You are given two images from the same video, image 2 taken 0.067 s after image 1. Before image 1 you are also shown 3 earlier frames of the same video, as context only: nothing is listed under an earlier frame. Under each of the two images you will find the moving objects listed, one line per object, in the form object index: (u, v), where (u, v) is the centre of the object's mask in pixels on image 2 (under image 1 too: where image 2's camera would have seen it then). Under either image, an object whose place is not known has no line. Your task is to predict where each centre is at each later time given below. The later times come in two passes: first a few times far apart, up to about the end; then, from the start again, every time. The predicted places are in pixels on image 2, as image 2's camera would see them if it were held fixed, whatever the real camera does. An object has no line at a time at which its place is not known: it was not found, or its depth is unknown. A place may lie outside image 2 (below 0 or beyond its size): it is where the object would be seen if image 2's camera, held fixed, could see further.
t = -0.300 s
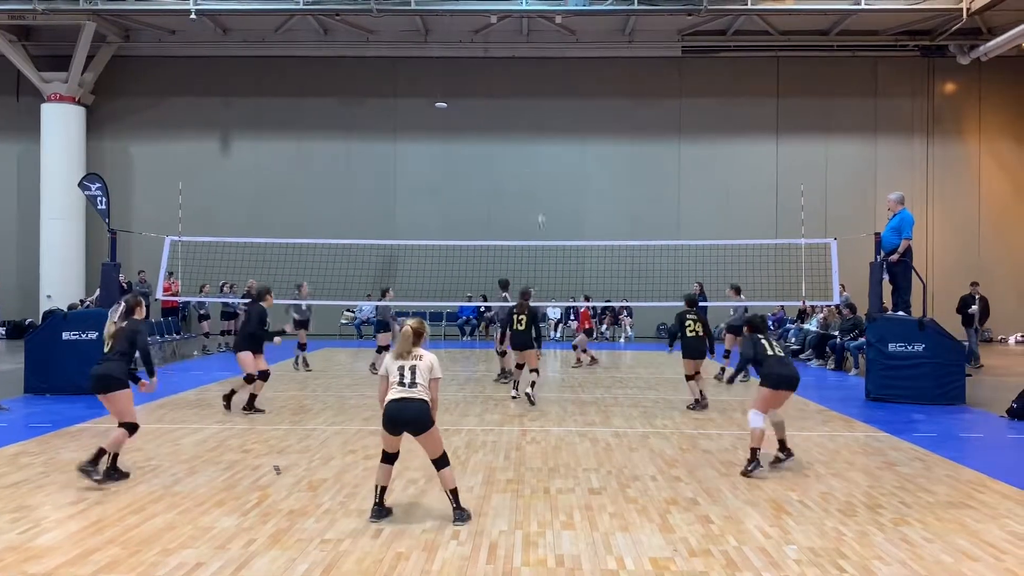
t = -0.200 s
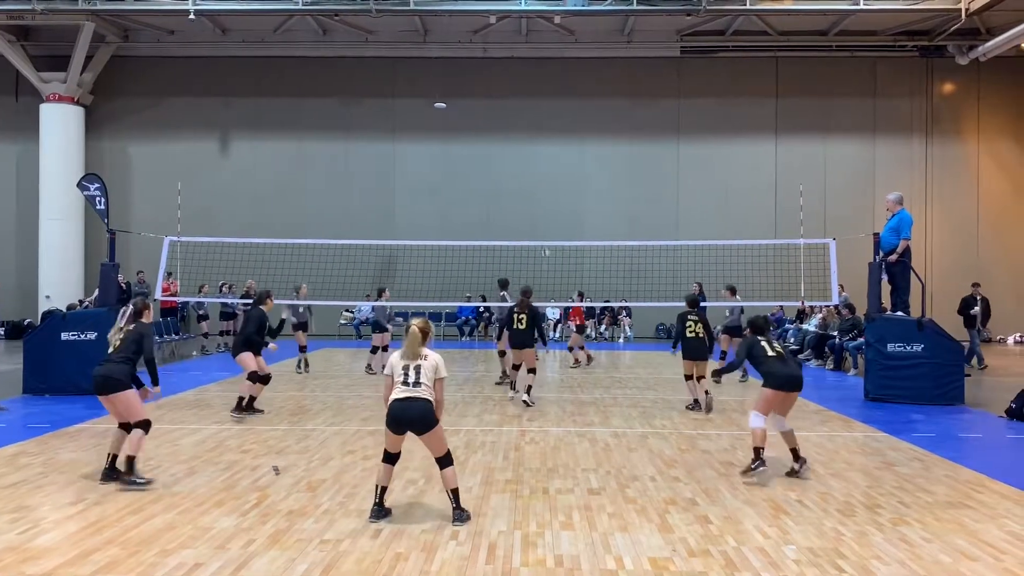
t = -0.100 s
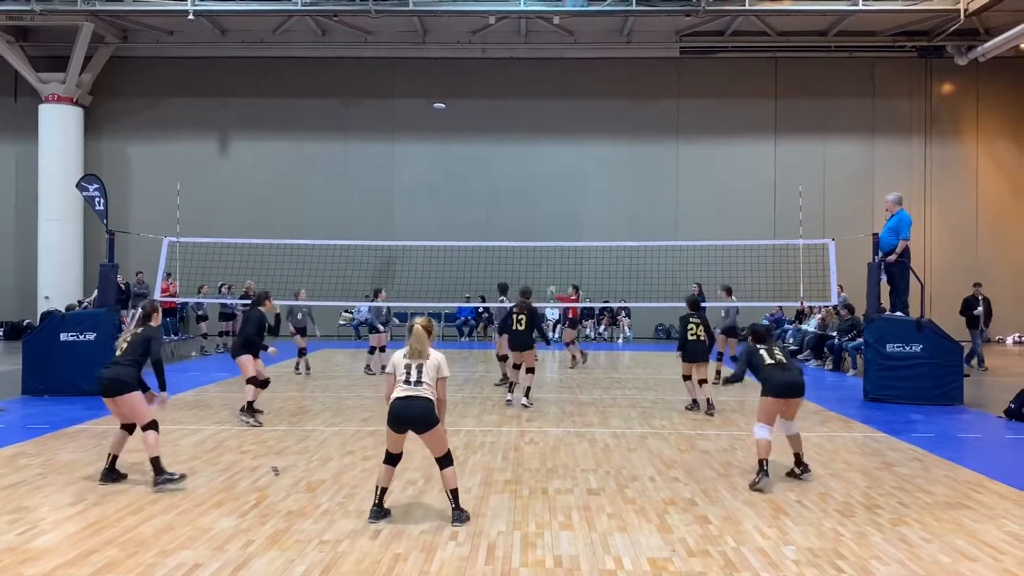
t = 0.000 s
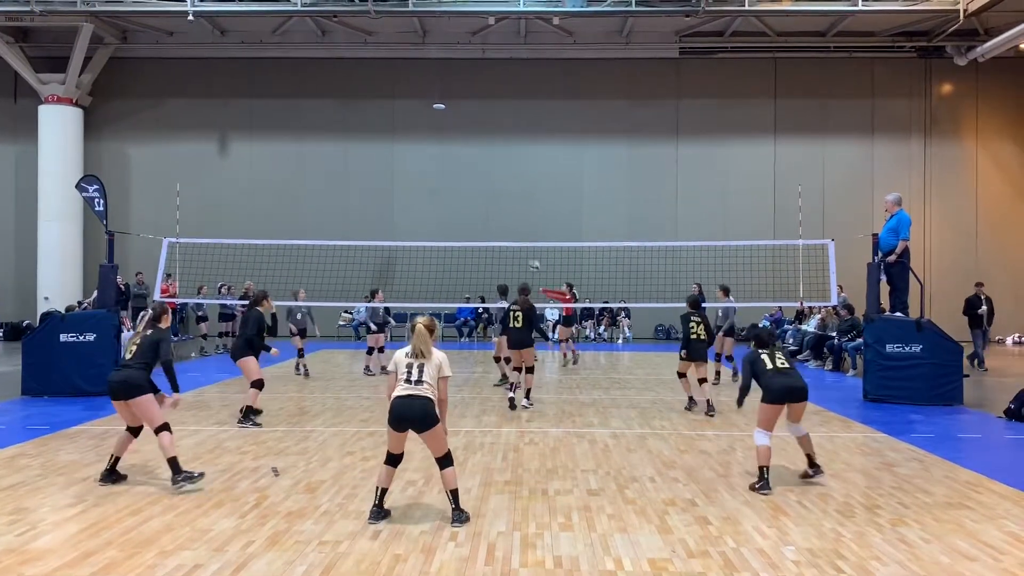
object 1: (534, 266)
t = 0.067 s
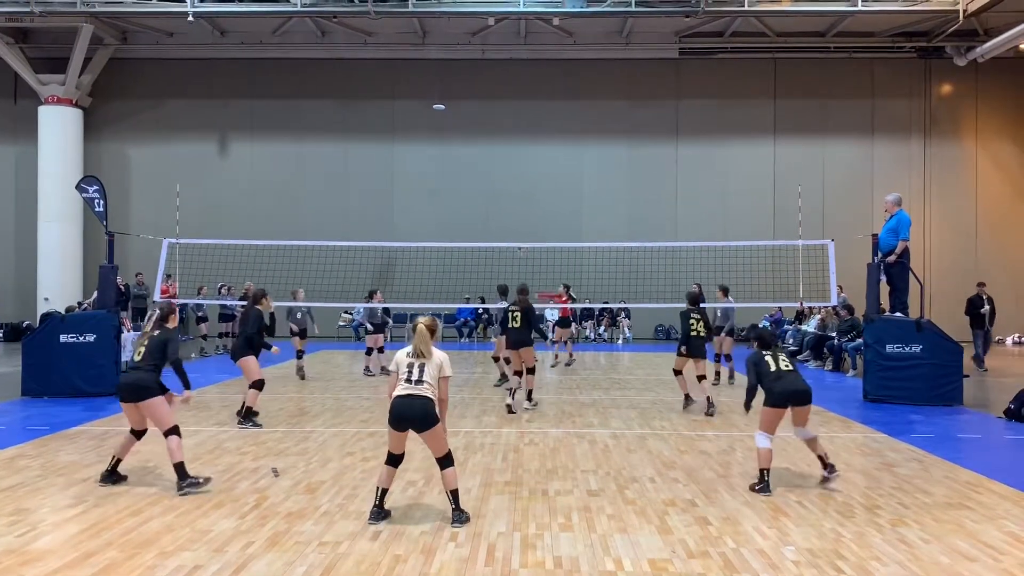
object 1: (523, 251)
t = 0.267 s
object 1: (478, 204)
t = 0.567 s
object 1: (401, 173)
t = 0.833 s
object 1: (308, 202)
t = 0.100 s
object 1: (514, 238)
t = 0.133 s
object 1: (508, 231)
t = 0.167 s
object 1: (501, 223)
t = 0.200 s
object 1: (493, 216)
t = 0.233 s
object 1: (486, 210)
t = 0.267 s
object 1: (478, 204)
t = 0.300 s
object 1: (470, 196)
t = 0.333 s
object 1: (463, 192)
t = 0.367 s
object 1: (455, 188)
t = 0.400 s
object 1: (446, 184)
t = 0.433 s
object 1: (437, 179)
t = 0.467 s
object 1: (428, 178)
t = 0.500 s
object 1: (421, 176)
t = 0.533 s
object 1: (410, 174)
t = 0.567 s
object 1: (401, 173)
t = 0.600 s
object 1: (390, 173)
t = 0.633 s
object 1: (380, 174)
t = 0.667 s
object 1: (369, 176)
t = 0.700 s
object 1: (359, 179)
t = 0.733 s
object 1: (346, 183)
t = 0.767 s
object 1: (334, 188)
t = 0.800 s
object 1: (321, 194)
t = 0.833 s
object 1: (308, 202)
